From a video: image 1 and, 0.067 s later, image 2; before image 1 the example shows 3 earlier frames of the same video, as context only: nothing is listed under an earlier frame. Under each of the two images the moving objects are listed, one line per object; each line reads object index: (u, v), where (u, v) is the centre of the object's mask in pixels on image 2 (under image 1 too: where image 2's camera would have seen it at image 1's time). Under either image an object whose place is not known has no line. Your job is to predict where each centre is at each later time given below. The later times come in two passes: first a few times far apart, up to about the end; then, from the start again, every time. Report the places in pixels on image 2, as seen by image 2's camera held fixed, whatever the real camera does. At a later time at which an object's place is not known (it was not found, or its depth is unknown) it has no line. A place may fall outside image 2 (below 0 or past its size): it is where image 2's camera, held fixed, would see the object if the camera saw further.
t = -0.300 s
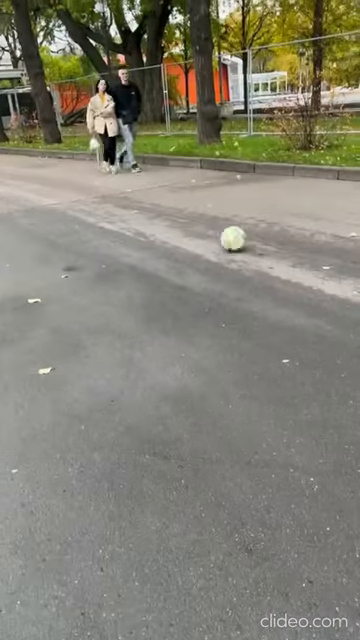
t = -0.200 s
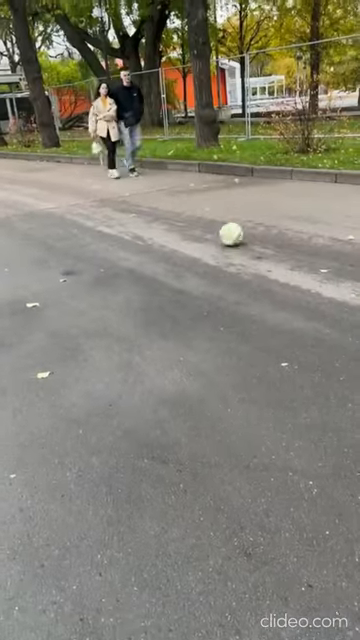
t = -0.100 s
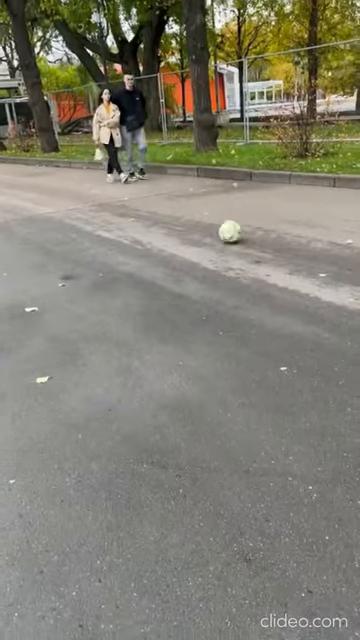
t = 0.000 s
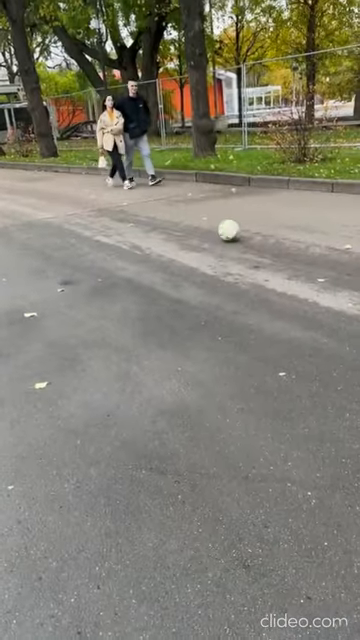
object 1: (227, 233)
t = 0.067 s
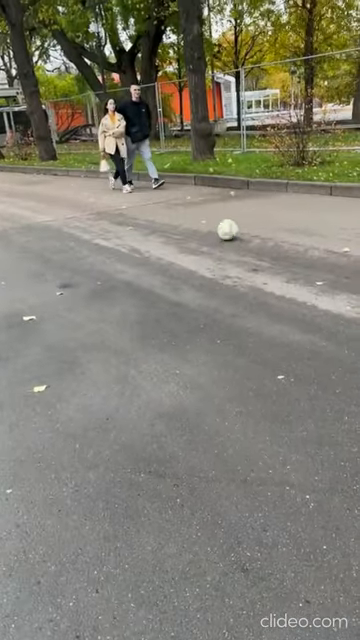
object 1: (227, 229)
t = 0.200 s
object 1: (228, 222)
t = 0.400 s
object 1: (228, 213)
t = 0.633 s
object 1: (230, 206)
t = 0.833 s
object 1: (232, 199)
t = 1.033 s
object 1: (235, 194)
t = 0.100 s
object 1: (228, 228)
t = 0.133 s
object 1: (227, 226)
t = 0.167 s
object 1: (227, 224)
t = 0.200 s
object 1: (228, 222)
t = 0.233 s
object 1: (228, 221)
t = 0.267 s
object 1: (228, 219)
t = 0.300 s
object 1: (228, 218)
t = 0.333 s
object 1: (229, 216)
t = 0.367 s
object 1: (228, 215)
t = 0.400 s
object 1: (228, 213)
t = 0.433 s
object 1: (229, 212)
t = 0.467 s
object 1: (229, 210)
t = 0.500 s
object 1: (230, 210)
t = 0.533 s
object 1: (230, 209)
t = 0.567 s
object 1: (230, 208)
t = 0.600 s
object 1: (230, 206)
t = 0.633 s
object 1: (230, 206)
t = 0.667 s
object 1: (231, 204)
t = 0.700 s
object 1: (231, 203)
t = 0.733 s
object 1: (232, 202)
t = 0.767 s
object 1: (232, 201)
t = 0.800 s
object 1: (232, 200)
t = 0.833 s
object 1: (232, 199)
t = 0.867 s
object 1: (233, 198)
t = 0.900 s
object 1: (233, 197)
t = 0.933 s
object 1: (233, 196)
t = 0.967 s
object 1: (234, 195)
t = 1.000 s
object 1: (234, 194)
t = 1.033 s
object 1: (235, 194)
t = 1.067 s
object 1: (235, 193)
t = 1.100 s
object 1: (235, 192)
